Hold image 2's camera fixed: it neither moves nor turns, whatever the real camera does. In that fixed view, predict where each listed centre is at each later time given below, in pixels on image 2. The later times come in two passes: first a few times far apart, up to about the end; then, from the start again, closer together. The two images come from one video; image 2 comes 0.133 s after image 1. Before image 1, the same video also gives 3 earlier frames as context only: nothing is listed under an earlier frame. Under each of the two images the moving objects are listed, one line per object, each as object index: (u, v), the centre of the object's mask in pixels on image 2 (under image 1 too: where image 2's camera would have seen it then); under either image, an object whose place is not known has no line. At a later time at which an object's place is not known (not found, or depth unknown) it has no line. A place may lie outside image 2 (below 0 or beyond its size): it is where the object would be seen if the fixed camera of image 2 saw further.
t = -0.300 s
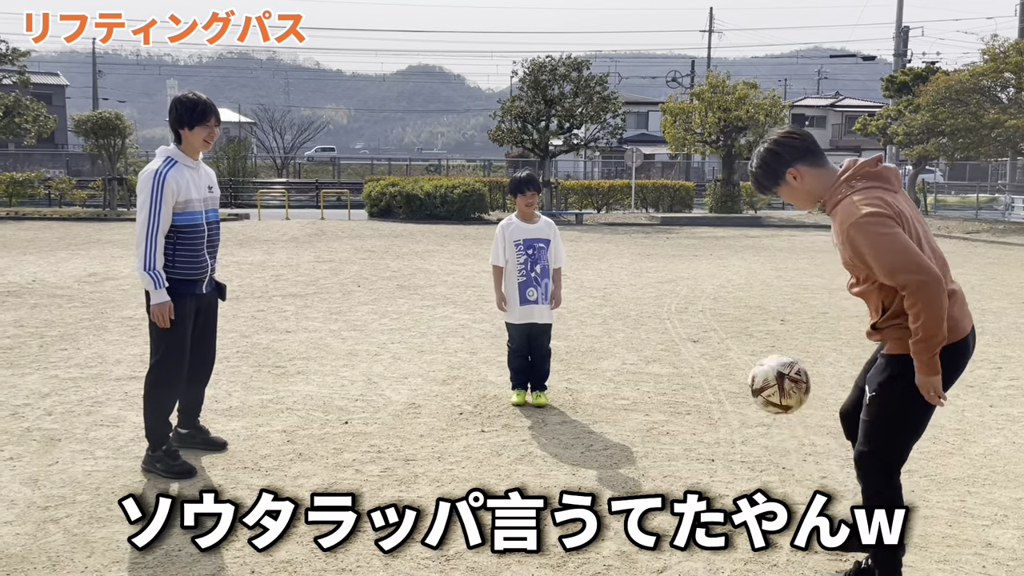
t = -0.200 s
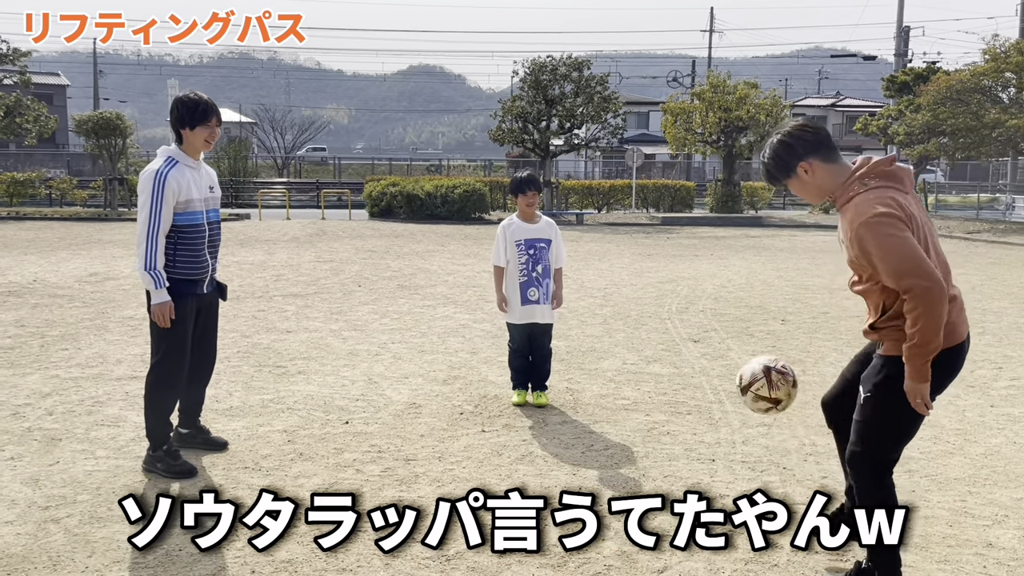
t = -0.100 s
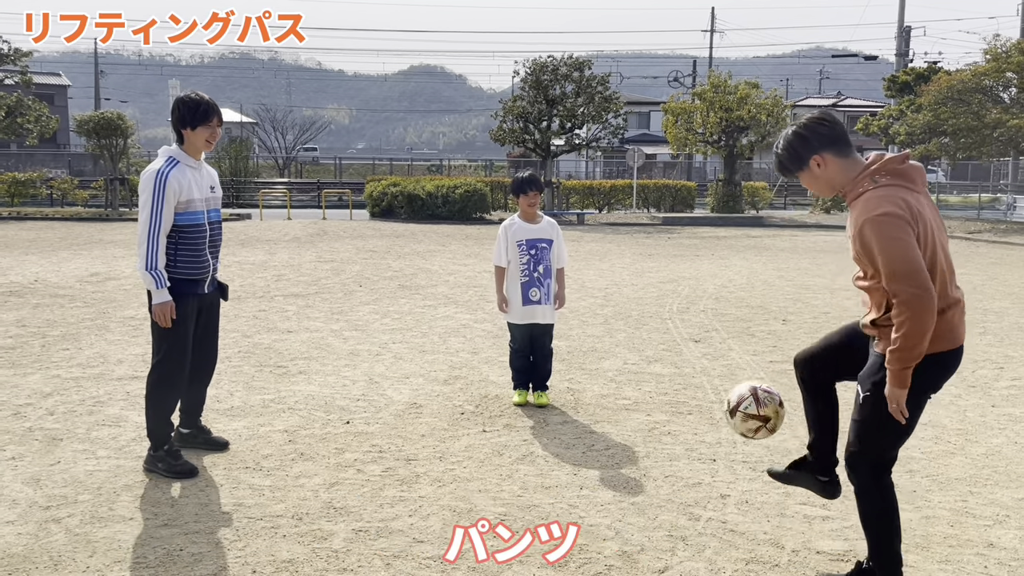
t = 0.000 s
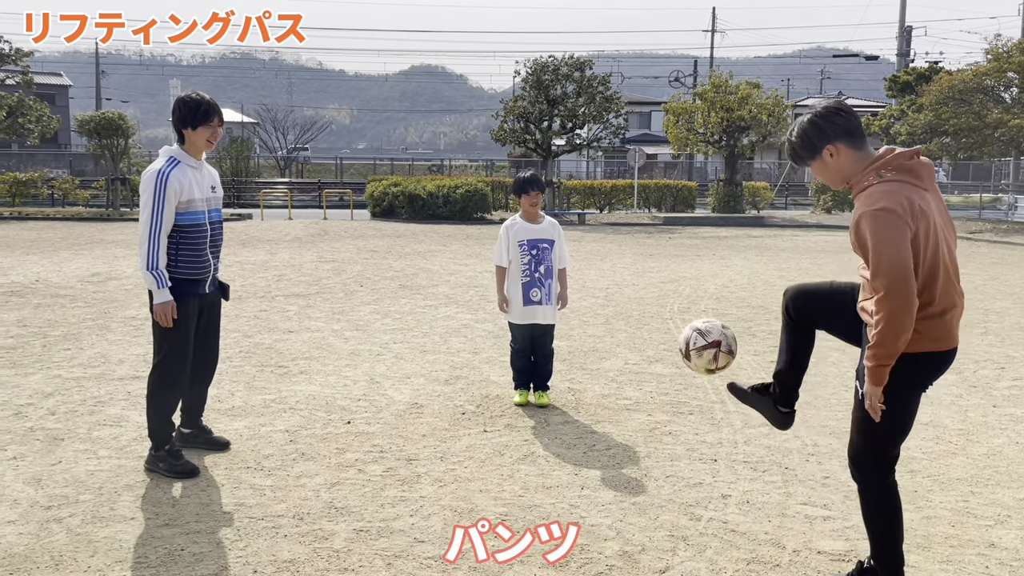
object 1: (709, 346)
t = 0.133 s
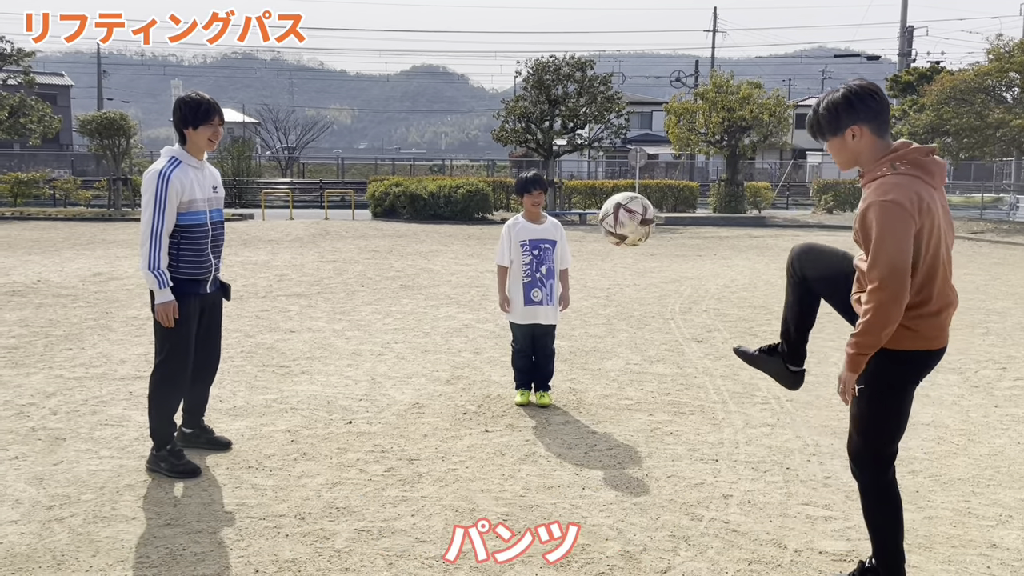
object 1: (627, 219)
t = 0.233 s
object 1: (568, 155)
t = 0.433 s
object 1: (457, 102)
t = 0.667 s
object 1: (339, 161)
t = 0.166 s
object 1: (608, 196)
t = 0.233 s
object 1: (568, 155)
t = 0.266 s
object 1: (549, 139)
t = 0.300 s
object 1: (530, 126)
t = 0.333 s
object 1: (511, 116)
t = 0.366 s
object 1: (493, 110)
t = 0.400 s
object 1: (474, 104)
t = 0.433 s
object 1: (457, 102)
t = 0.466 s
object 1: (439, 103)
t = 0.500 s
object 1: (421, 107)
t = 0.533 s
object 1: (404, 113)
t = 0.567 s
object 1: (387, 121)
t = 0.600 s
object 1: (371, 132)
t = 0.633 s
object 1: (354, 146)
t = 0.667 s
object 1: (339, 161)
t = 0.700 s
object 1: (323, 179)
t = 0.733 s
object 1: (307, 199)
